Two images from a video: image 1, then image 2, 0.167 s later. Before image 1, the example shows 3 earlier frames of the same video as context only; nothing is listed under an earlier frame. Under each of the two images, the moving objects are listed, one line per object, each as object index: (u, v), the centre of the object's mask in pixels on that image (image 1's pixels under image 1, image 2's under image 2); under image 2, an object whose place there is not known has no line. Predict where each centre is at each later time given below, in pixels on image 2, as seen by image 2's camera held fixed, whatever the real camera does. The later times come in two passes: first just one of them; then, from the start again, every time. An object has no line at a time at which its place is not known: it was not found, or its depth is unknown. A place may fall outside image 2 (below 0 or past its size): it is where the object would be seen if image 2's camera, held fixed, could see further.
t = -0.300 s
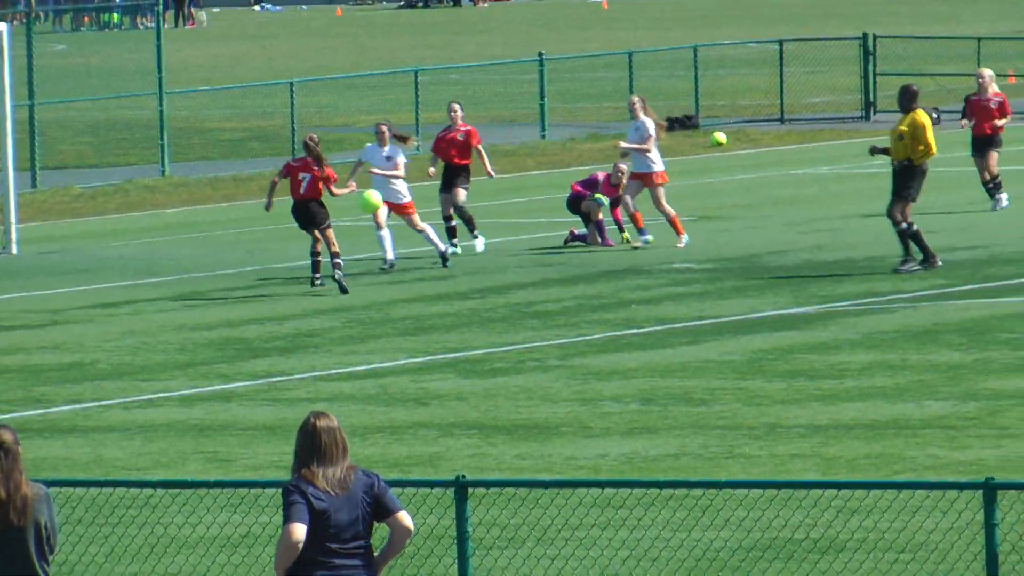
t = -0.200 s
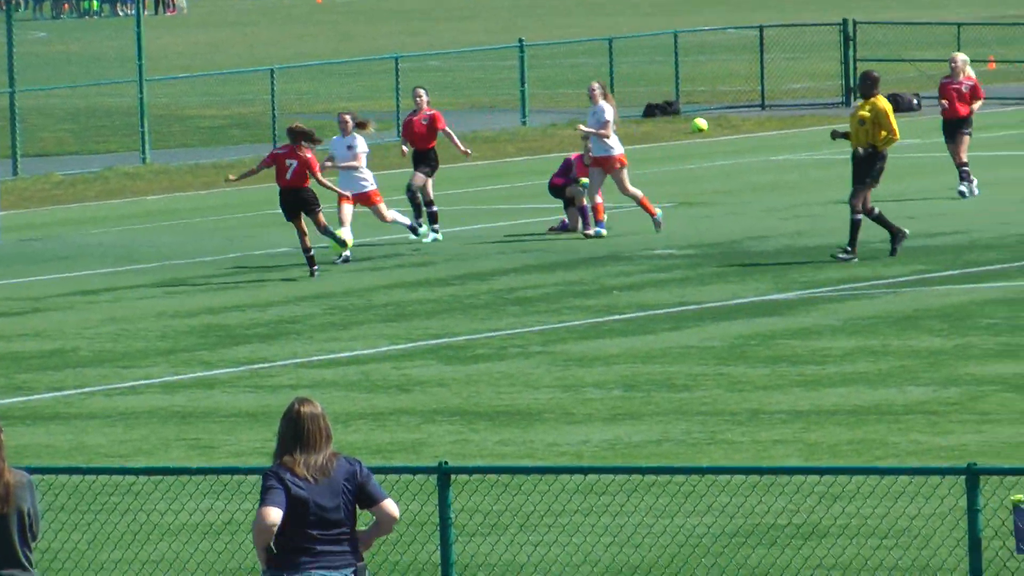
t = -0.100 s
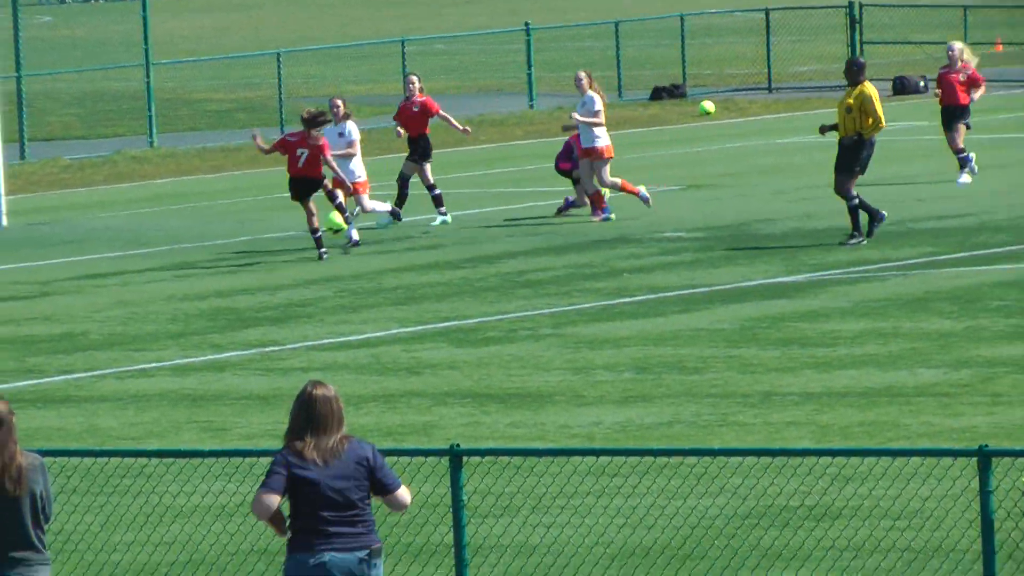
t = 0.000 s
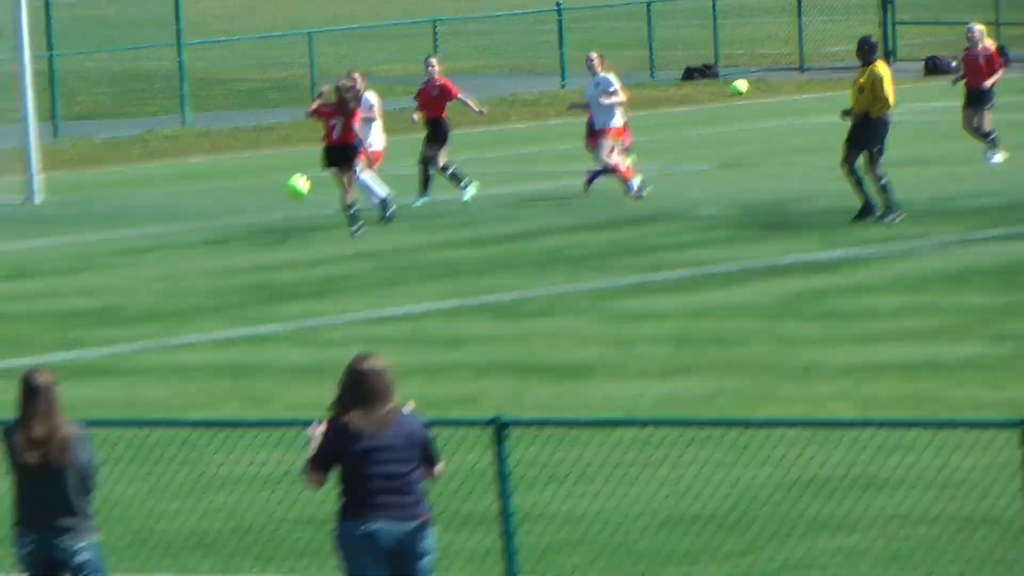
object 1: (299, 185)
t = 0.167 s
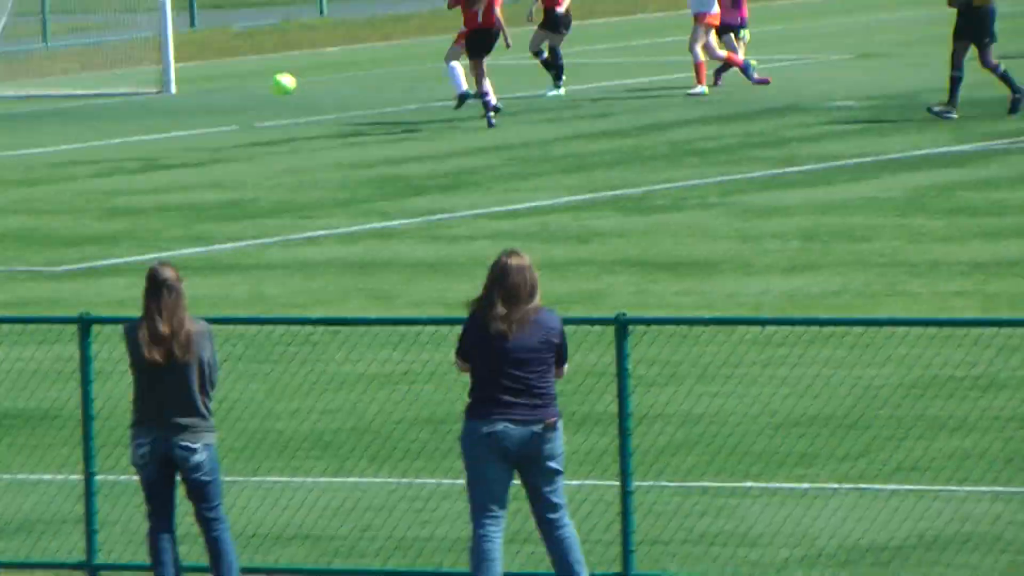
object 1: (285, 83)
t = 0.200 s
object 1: (255, 88)
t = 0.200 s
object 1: (255, 88)
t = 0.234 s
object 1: (227, 92)
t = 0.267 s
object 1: (198, 98)
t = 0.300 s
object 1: (171, 104)
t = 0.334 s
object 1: (142, 110)
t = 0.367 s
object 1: (119, 107)
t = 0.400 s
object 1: (97, 100)
